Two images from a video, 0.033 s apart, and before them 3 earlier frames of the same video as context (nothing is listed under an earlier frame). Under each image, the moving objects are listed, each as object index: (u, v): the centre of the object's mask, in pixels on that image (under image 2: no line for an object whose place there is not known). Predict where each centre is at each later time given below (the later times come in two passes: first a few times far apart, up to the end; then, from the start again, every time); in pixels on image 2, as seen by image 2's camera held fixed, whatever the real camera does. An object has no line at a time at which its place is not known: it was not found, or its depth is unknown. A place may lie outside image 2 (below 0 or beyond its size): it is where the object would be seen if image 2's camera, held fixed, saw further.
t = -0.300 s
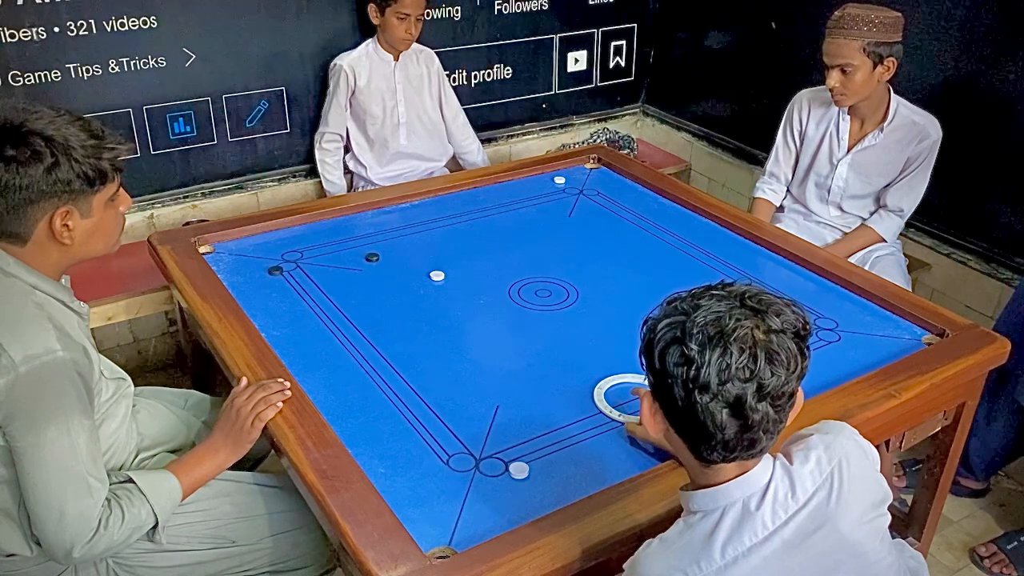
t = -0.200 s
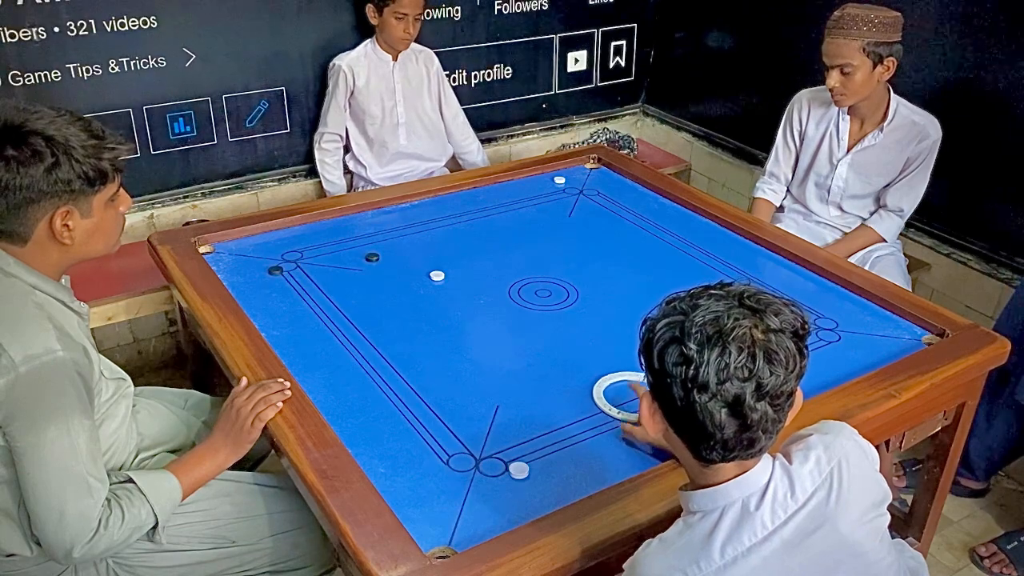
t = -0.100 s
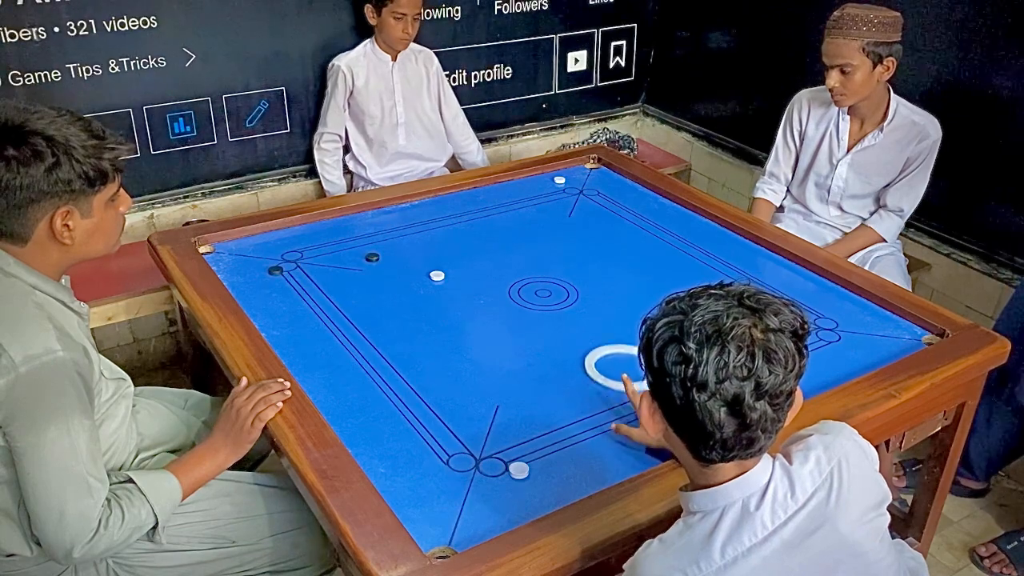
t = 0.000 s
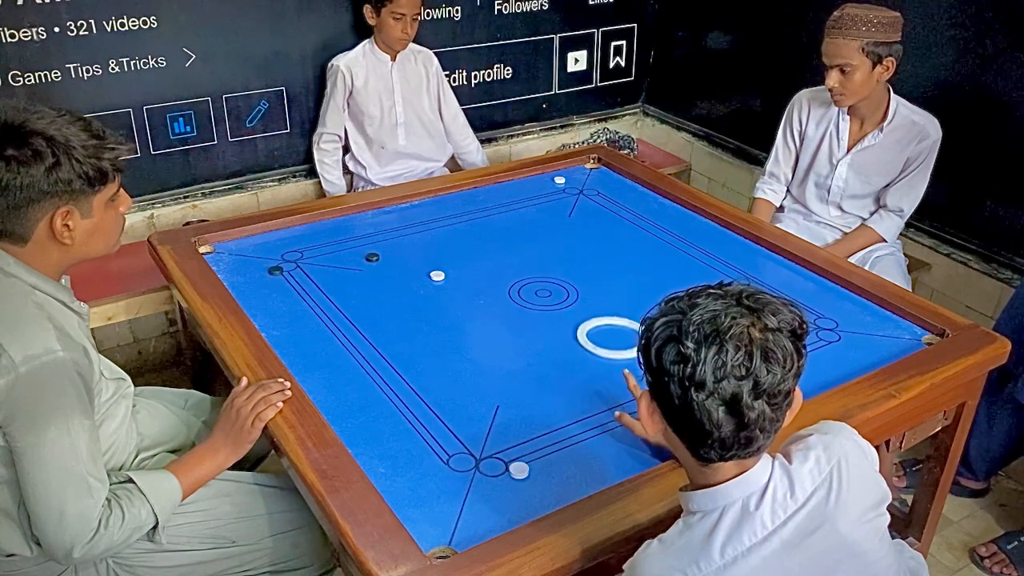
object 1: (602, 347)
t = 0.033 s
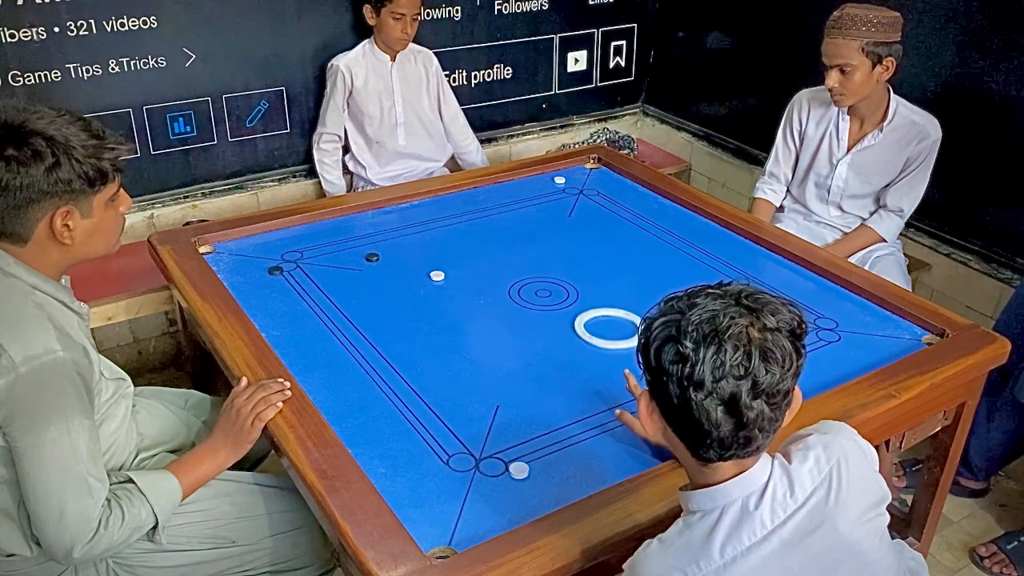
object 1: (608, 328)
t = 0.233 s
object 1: (595, 280)
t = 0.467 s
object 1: (580, 236)
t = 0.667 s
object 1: (569, 205)
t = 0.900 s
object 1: (561, 180)
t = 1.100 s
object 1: (578, 185)
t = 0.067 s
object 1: (607, 319)
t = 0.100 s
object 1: (605, 311)
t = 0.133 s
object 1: (602, 303)
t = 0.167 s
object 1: (600, 295)
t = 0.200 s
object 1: (597, 287)
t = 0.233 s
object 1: (595, 280)
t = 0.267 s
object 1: (593, 273)
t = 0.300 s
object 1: (590, 266)
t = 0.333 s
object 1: (588, 260)
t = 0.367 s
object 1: (586, 253)
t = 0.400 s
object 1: (584, 247)
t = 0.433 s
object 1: (582, 241)
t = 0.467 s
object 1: (580, 236)
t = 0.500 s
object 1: (578, 230)
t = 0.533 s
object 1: (576, 225)
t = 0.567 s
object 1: (574, 219)
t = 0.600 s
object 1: (573, 215)
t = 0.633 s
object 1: (571, 209)
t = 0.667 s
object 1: (569, 205)
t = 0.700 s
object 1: (568, 200)
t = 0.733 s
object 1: (566, 195)
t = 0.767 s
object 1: (565, 191)
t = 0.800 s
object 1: (564, 188)
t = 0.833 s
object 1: (562, 184)
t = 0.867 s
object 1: (562, 182)
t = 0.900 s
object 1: (561, 180)
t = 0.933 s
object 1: (564, 181)
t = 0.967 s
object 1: (567, 182)
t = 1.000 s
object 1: (570, 183)
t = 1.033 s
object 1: (573, 184)
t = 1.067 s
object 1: (576, 185)
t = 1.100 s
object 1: (578, 185)
